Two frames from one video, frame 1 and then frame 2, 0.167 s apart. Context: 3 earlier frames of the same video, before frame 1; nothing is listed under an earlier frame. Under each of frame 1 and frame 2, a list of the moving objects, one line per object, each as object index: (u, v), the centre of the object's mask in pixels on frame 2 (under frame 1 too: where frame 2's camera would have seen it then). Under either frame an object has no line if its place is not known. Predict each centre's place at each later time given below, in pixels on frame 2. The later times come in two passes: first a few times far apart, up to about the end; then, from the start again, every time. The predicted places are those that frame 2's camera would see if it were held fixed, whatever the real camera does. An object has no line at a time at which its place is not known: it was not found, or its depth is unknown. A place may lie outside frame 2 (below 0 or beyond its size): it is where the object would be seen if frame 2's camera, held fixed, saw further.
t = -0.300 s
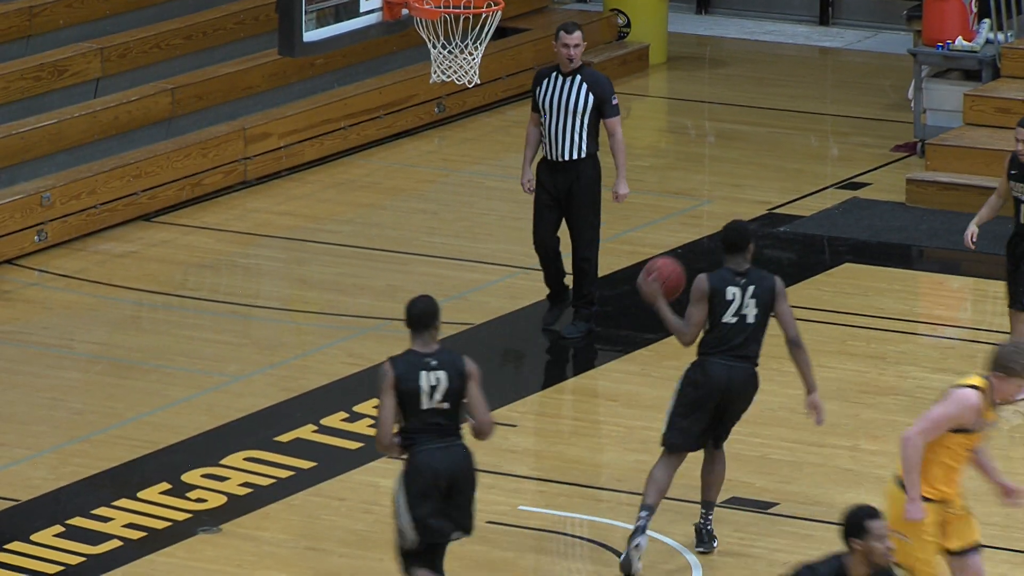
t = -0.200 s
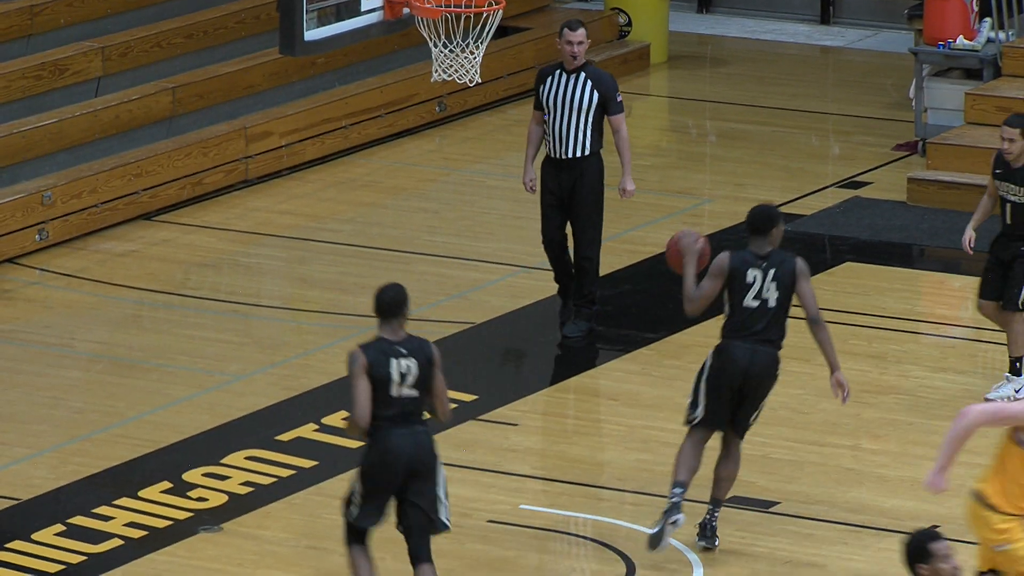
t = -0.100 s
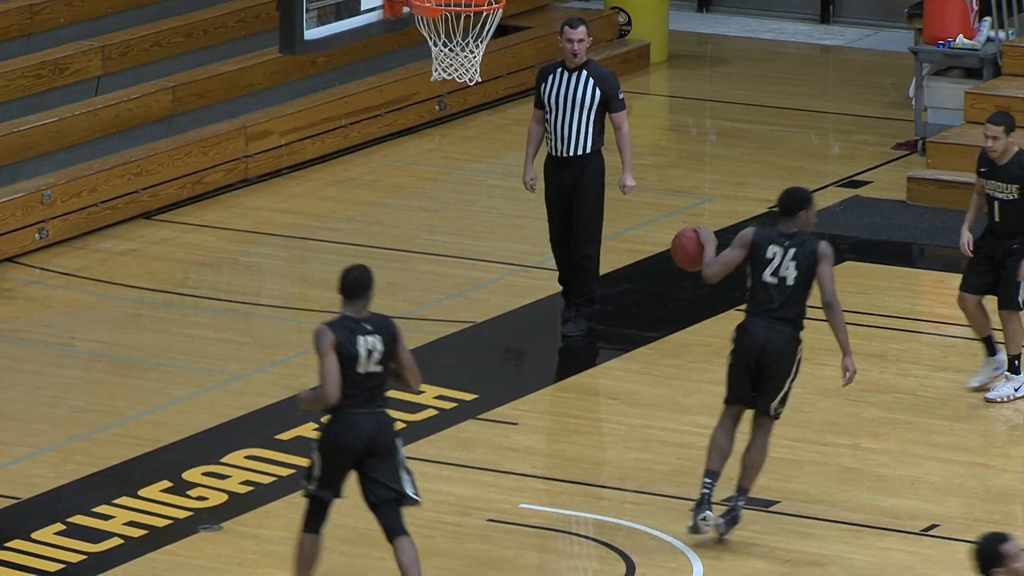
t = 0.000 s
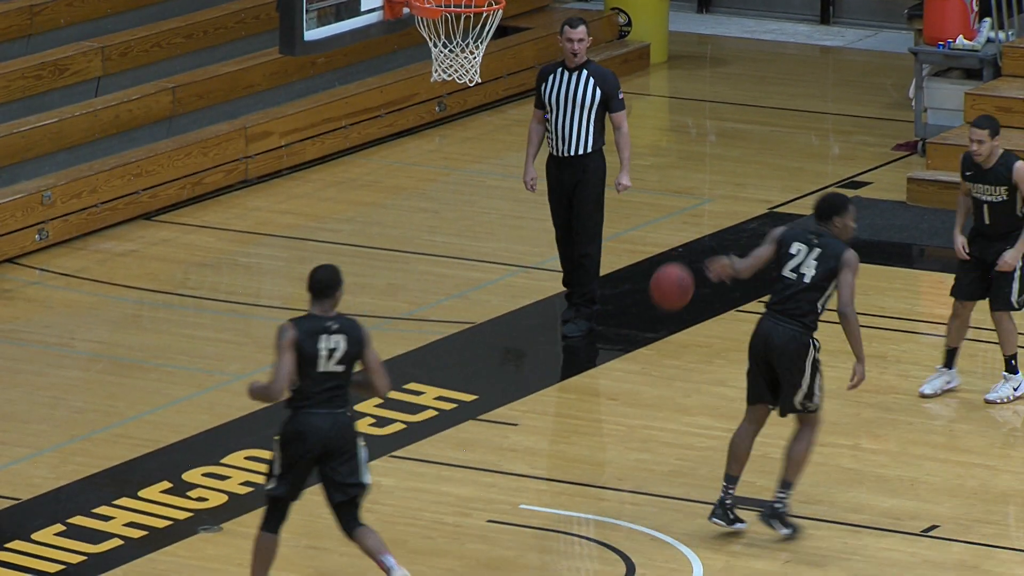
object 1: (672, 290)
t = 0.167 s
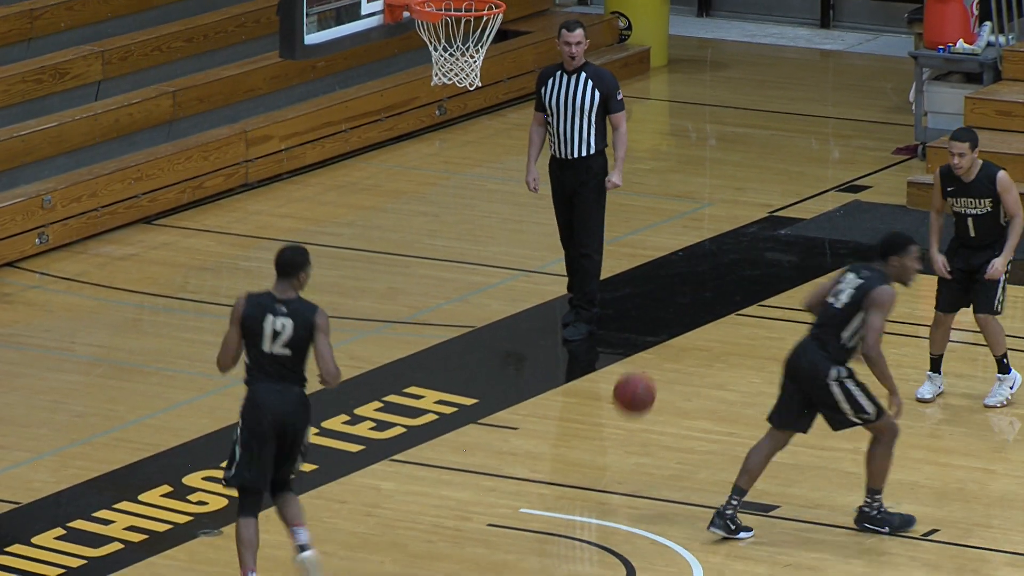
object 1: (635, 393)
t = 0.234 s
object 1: (619, 446)
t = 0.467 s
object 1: (591, 370)
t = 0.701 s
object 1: (571, 307)
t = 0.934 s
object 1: (551, 333)
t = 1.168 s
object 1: (531, 449)
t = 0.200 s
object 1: (627, 418)
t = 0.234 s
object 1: (619, 446)
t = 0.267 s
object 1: (612, 475)
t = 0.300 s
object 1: (607, 473)
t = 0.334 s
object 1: (604, 449)
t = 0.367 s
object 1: (601, 427)
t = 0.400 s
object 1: (597, 406)
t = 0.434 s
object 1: (595, 387)
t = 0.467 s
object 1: (591, 370)
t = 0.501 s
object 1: (589, 355)
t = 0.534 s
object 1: (586, 344)
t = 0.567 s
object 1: (583, 333)
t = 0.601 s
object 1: (580, 323)
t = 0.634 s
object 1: (577, 316)
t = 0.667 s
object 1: (574, 311)
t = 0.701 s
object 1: (571, 307)
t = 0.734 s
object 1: (568, 305)
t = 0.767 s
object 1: (565, 305)
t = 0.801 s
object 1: (562, 307)
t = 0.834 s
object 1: (559, 311)
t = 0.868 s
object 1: (557, 317)
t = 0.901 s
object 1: (554, 324)
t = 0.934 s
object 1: (551, 333)
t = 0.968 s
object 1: (549, 345)
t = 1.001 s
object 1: (546, 358)
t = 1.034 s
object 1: (543, 372)
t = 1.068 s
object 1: (540, 388)
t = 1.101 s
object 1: (537, 407)
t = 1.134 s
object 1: (534, 428)
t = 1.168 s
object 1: (531, 449)
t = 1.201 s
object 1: (527, 446)
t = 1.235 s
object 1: (524, 428)
